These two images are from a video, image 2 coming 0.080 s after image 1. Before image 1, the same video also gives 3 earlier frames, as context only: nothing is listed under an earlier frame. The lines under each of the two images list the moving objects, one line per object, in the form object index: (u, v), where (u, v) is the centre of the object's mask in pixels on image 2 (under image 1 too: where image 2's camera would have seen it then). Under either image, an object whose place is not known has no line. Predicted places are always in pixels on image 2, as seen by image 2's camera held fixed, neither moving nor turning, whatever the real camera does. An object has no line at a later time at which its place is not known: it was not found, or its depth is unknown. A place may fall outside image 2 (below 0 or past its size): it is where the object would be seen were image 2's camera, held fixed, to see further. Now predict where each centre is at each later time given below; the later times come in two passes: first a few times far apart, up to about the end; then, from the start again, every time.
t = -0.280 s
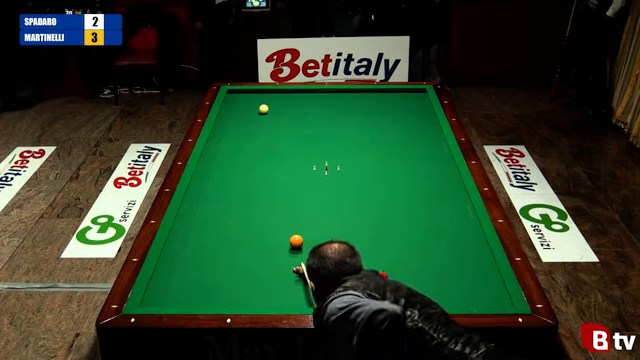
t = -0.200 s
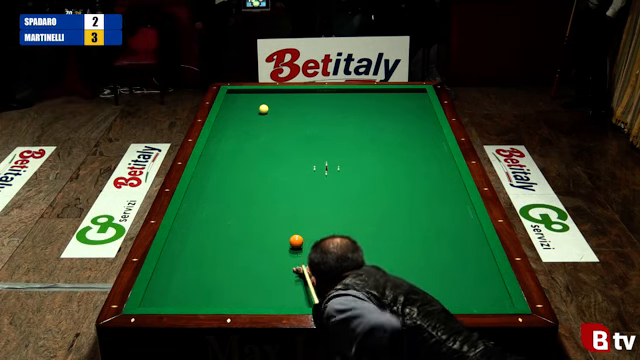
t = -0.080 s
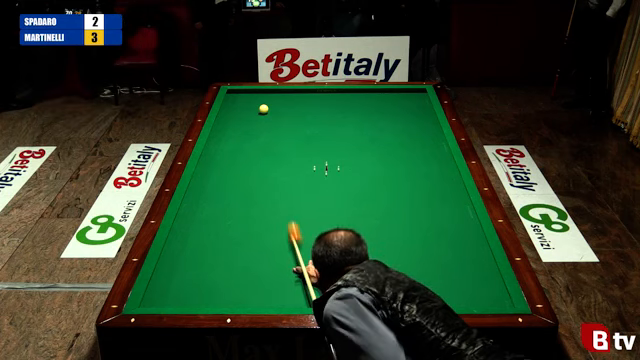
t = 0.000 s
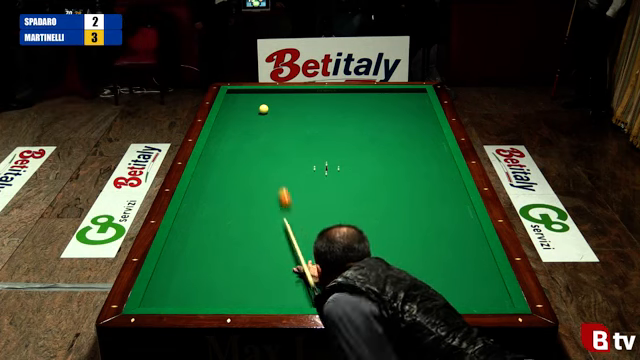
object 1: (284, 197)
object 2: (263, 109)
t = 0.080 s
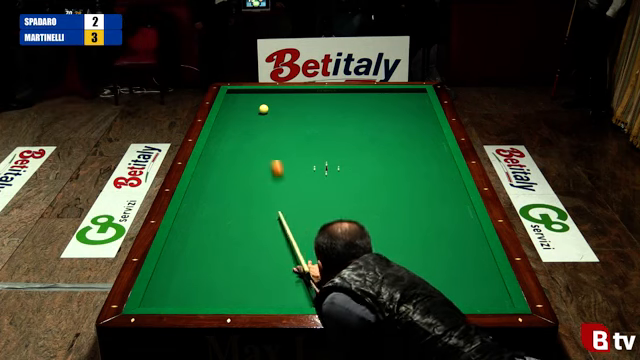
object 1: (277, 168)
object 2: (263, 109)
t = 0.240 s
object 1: (265, 123)
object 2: (263, 108)
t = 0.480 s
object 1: (236, 110)
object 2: (273, 99)
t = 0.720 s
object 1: (235, 107)
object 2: (273, 133)
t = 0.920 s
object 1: (248, 106)
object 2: (273, 164)
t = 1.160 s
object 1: (262, 105)
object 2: (273, 210)
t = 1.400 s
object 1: (276, 104)
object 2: (273, 270)
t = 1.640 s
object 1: (289, 103)
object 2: (276, 276)
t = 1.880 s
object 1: (302, 102)
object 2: (283, 231)
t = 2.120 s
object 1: (315, 101)
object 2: (288, 202)
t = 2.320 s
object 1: (325, 100)
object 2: (291, 181)
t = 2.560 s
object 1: (336, 99)
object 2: (295, 159)
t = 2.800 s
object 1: (347, 98)
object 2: (298, 139)
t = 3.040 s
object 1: (358, 97)
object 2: (301, 122)
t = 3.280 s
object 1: (368, 96)
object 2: (303, 107)
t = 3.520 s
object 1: (378, 96)
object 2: (305, 94)
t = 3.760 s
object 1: (388, 95)
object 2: (306, 96)
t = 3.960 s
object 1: (395, 94)
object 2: (305, 102)
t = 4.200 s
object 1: (404, 94)
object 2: (305, 110)
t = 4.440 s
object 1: (413, 93)
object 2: (305, 119)
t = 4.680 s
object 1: (420, 93)
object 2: (304, 127)
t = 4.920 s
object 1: (419, 92)
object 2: (304, 136)
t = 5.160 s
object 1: (415, 92)
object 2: (303, 145)
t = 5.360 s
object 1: (412, 92)
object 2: (302, 154)
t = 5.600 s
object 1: (408, 91)
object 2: (301, 164)
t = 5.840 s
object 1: (405, 91)
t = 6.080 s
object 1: (402, 91)
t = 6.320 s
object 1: (399, 90)
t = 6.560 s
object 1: (397, 90)
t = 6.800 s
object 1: (395, 90)
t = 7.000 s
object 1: (394, 90)
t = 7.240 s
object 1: (392, 90)
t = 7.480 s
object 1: (392, 90)
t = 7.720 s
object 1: (391, 90)
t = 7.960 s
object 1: (391, 90)
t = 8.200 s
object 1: (391, 90)
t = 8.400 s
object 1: (391, 90)
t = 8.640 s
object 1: (391, 90)
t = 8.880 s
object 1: (391, 90)
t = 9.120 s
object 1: (391, 90)
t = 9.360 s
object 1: (391, 90)
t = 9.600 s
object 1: (391, 90)
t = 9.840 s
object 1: (391, 90)
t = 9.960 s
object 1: (391, 90)
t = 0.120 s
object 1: (274, 155)
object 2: (263, 109)
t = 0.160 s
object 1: (271, 144)
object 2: (263, 109)
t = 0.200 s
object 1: (268, 133)
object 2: (263, 109)
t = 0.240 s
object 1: (265, 123)
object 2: (263, 108)
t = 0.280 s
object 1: (263, 115)
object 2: (263, 107)
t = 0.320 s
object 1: (258, 111)
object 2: (266, 103)
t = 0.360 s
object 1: (252, 111)
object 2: (269, 96)
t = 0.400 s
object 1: (246, 111)
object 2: (272, 90)
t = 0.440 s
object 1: (241, 110)
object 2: (272, 93)
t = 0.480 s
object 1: (236, 110)
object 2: (273, 99)
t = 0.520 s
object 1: (231, 109)
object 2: (273, 104)
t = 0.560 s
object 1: (227, 108)
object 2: (272, 109)
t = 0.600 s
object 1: (225, 108)
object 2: (273, 115)
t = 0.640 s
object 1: (229, 108)
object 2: (273, 121)
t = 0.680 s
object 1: (232, 108)
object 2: (273, 127)
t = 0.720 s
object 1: (235, 107)
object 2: (273, 133)
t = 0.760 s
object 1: (238, 107)
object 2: (273, 139)
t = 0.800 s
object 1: (241, 107)
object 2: (273, 145)
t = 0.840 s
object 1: (243, 107)
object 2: (273, 152)
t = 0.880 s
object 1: (246, 106)
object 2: (273, 158)
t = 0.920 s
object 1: (248, 106)
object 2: (273, 164)
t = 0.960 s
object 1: (250, 106)
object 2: (273, 171)
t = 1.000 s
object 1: (253, 106)
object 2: (273, 178)
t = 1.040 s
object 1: (255, 106)
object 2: (273, 186)
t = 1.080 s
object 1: (257, 105)
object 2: (273, 193)
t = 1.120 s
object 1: (260, 105)
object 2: (273, 201)
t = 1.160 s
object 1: (262, 105)
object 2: (273, 210)
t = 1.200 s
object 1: (265, 105)
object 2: (272, 220)
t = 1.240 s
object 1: (267, 105)
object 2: (273, 228)
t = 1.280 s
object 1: (269, 104)
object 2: (273, 238)
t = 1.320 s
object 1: (271, 104)
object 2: (273, 248)
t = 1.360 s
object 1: (274, 104)
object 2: (273, 259)
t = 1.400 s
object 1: (276, 104)
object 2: (273, 270)
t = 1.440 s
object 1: (278, 104)
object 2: (273, 282)
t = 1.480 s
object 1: (280, 104)
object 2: (273, 295)
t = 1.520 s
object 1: (283, 103)
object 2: (274, 300)
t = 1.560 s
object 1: (285, 103)
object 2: (275, 292)
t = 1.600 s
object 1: (287, 103)
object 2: (276, 282)
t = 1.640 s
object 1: (289, 103)
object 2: (276, 276)
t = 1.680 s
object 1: (292, 103)
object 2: (280, 263)
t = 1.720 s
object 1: (294, 102)
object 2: (280, 256)
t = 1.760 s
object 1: (296, 102)
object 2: (281, 249)
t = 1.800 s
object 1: (298, 102)
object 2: (281, 243)
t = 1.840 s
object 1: (300, 102)
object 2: (283, 237)
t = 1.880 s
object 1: (302, 102)
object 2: (283, 231)
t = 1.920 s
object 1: (304, 102)
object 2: (284, 226)
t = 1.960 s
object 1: (306, 101)
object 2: (285, 221)
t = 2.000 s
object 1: (309, 101)
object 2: (286, 216)
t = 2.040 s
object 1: (310, 101)
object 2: (286, 211)
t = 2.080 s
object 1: (313, 101)
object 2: (287, 206)
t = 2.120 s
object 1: (315, 101)
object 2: (288, 202)
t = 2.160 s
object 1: (317, 101)
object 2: (289, 198)
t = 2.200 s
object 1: (319, 100)
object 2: (289, 193)
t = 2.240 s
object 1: (321, 100)
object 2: (290, 189)
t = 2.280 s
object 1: (323, 100)
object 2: (291, 185)
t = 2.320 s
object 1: (325, 100)
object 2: (291, 181)
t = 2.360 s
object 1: (326, 100)
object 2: (292, 177)
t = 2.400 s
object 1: (328, 100)
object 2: (293, 173)
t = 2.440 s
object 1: (331, 100)
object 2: (293, 169)
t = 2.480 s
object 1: (332, 99)
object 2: (294, 166)
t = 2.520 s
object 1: (334, 99)
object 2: (294, 162)
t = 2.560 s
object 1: (336, 99)
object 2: (295, 159)
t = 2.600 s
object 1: (338, 99)
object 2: (295, 155)
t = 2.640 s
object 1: (340, 99)
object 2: (296, 152)
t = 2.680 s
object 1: (342, 98)
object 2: (297, 149)
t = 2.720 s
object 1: (344, 98)
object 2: (297, 145)
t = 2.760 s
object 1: (346, 98)
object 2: (298, 142)
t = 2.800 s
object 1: (347, 98)
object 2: (298, 139)
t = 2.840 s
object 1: (349, 98)
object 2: (298, 136)
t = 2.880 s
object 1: (351, 98)
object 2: (299, 133)
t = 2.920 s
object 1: (353, 98)
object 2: (299, 130)
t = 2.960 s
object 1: (355, 98)
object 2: (300, 128)
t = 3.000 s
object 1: (356, 97)
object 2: (300, 125)
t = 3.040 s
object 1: (358, 97)
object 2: (301, 122)
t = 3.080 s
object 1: (360, 97)
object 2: (301, 120)
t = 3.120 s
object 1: (362, 97)
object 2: (301, 117)
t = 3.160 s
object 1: (363, 97)
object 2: (302, 115)
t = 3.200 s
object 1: (365, 97)
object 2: (302, 112)
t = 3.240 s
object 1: (367, 96)
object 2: (302, 110)
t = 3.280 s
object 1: (368, 96)
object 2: (303, 107)
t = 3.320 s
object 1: (370, 96)
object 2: (304, 105)
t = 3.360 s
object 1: (372, 96)
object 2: (304, 103)
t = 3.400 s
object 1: (373, 96)
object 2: (304, 100)
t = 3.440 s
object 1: (375, 96)
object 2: (305, 98)
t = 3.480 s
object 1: (377, 96)
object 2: (305, 96)
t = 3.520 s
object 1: (378, 96)
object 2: (305, 94)
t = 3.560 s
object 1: (380, 96)
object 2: (306, 92)
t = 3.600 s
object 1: (381, 95)
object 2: (306, 90)
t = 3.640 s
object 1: (383, 95)
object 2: (306, 91)
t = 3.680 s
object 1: (385, 95)
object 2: (306, 93)
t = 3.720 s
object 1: (386, 95)
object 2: (306, 94)
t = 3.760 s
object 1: (388, 95)
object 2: (306, 96)
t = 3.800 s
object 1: (389, 95)
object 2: (305, 97)
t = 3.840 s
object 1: (391, 95)
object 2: (306, 99)
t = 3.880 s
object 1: (392, 95)
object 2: (305, 100)
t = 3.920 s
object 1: (394, 94)
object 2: (305, 101)
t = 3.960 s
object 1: (395, 94)
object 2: (305, 102)
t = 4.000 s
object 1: (397, 94)
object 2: (305, 103)
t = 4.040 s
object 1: (398, 94)
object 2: (305, 105)
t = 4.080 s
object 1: (400, 94)
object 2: (305, 106)
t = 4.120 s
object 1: (401, 94)
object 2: (305, 107)
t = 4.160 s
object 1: (403, 94)
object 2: (305, 109)
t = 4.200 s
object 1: (404, 94)
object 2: (305, 110)
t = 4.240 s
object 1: (406, 94)
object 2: (305, 111)
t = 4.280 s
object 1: (407, 93)
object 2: (305, 113)
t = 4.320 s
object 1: (408, 93)
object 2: (305, 114)
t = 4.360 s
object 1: (410, 93)
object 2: (305, 116)
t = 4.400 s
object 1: (411, 93)
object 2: (305, 117)
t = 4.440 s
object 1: (413, 93)
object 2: (305, 119)
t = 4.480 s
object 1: (414, 93)
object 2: (305, 120)
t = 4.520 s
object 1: (415, 93)
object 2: (305, 121)
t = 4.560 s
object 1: (416, 93)
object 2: (305, 123)
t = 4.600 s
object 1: (418, 93)
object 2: (305, 124)
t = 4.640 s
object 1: (419, 93)
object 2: (304, 125)
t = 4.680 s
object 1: (420, 93)
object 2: (304, 127)
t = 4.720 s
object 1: (422, 92)
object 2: (304, 128)
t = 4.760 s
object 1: (422, 92)
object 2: (304, 130)
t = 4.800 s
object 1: (422, 92)
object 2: (304, 132)
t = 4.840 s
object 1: (421, 92)
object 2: (304, 133)
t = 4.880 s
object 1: (420, 92)
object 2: (304, 135)
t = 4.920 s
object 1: (419, 92)
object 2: (304, 136)
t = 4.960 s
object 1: (419, 92)
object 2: (303, 138)
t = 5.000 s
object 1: (418, 92)
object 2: (303, 139)
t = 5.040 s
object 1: (417, 92)
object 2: (303, 141)
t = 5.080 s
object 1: (416, 92)
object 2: (303, 142)
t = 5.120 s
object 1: (416, 92)
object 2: (303, 144)
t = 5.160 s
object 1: (415, 92)
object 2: (303, 145)
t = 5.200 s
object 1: (414, 92)
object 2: (303, 147)
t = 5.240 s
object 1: (414, 92)
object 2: (302, 149)
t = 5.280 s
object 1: (413, 92)
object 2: (302, 151)
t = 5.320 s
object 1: (412, 92)
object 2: (302, 152)
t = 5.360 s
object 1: (412, 92)
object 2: (302, 154)
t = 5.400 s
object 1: (411, 92)
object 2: (302, 155)
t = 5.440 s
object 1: (410, 91)
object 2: (302, 157)
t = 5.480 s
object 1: (410, 91)
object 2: (302, 159)
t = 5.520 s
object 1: (409, 91)
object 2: (302, 161)
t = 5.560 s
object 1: (409, 91)
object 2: (301, 162)
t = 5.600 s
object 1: (408, 91)
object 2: (301, 164)
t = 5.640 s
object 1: (408, 91)
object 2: (301, 166)
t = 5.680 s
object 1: (407, 91)
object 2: (301, 168)
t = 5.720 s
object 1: (406, 91)
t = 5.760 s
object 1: (406, 91)
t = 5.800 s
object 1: (405, 91)
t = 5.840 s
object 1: (405, 91)
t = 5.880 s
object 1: (404, 91)
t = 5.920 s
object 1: (404, 91)
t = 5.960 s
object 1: (403, 91)
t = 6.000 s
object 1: (403, 90)
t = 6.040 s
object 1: (402, 91)
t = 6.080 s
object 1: (402, 91)
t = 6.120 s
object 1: (401, 90)
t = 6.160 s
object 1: (401, 90)
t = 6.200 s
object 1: (400, 90)
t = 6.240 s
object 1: (400, 90)
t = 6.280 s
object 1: (399, 90)
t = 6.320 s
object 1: (399, 90)
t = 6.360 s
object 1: (399, 90)
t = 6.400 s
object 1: (398, 90)
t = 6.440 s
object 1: (398, 90)
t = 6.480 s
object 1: (397, 90)
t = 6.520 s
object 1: (397, 90)
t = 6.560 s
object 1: (397, 90)
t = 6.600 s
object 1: (396, 90)
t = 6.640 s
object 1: (396, 90)
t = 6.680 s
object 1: (396, 90)
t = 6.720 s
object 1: (395, 90)
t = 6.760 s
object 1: (395, 90)
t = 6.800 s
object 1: (395, 90)
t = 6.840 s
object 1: (395, 90)
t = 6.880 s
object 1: (395, 90)
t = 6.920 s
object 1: (394, 90)
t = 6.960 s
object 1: (394, 90)
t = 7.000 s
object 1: (394, 90)
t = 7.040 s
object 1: (394, 90)
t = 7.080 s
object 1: (393, 90)
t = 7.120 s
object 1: (393, 90)
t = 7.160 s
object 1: (393, 90)
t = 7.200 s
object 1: (392, 90)
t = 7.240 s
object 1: (392, 90)
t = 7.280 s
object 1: (392, 90)
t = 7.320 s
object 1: (392, 90)
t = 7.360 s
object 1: (392, 90)
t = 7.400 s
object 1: (392, 90)
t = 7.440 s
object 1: (392, 90)
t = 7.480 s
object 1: (392, 90)
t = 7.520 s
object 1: (392, 90)
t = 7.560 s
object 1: (392, 90)
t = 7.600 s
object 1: (392, 90)
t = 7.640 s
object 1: (391, 90)
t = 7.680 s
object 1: (391, 90)
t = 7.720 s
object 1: (391, 90)
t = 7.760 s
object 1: (391, 90)
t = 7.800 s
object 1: (391, 90)
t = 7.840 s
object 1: (391, 90)
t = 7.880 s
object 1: (391, 90)
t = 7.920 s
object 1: (391, 90)
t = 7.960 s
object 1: (391, 90)
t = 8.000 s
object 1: (391, 90)
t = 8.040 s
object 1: (391, 90)
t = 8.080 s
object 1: (391, 90)
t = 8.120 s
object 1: (391, 90)
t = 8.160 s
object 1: (391, 90)
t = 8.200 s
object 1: (391, 90)
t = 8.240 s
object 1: (391, 90)
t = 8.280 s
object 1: (391, 90)
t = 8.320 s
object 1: (391, 90)
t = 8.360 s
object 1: (391, 90)
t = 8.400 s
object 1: (391, 90)
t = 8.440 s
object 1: (391, 90)
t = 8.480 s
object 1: (391, 90)
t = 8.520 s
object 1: (391, 90)
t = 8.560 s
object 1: (391, 90)
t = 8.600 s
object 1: (391, 90)
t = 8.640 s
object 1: (391, 90)
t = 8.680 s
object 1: (391, 90)
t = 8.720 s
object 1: (391, 90)
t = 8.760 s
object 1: (391, 90)
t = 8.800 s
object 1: (391, 90)
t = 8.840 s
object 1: (391, 90)
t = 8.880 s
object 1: (391, 90)
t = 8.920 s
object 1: (391, 90)
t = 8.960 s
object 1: (391, 90)
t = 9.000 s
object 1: (391, 90)
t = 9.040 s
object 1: (391, 90)
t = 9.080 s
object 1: (391, 90)
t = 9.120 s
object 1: (391, 90)
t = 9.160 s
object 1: (391, 90)
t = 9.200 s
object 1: (391, 90)
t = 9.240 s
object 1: (391, 90)
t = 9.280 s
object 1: (391, 90)
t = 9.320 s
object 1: (391, 90)
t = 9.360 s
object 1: (391, 90)
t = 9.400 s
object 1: (391, 90)
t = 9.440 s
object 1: (391, 90)
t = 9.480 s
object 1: (391, 90)
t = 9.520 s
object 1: (391, 90)
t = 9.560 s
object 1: (391, 90)
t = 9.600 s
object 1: (391, 90)
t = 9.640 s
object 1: (391, 90)
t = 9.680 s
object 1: (391, 90)
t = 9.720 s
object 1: (391, 90)
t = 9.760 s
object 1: (391, 90)
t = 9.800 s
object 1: (391, 90)
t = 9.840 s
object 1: (391, 90)
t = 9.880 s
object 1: (391, 90)
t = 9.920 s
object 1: (391, 90)
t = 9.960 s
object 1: (391, 90)
